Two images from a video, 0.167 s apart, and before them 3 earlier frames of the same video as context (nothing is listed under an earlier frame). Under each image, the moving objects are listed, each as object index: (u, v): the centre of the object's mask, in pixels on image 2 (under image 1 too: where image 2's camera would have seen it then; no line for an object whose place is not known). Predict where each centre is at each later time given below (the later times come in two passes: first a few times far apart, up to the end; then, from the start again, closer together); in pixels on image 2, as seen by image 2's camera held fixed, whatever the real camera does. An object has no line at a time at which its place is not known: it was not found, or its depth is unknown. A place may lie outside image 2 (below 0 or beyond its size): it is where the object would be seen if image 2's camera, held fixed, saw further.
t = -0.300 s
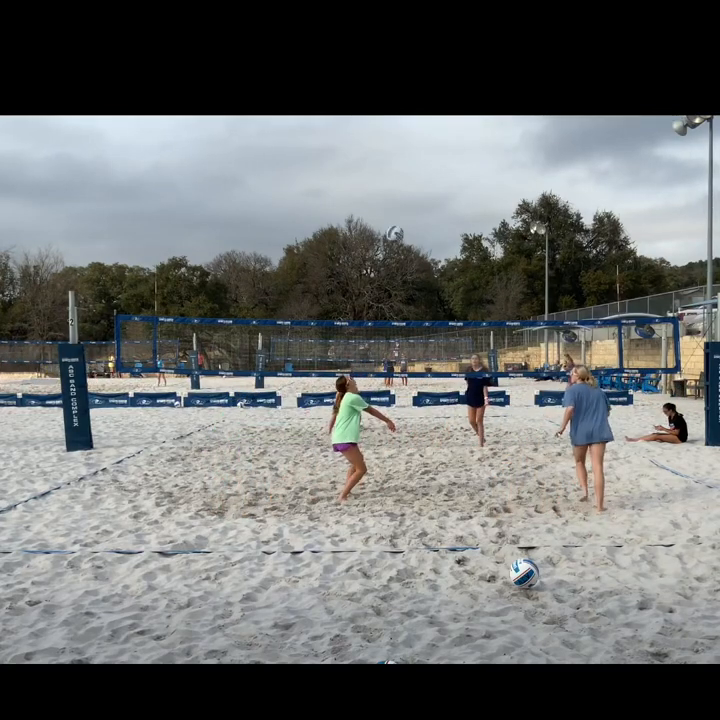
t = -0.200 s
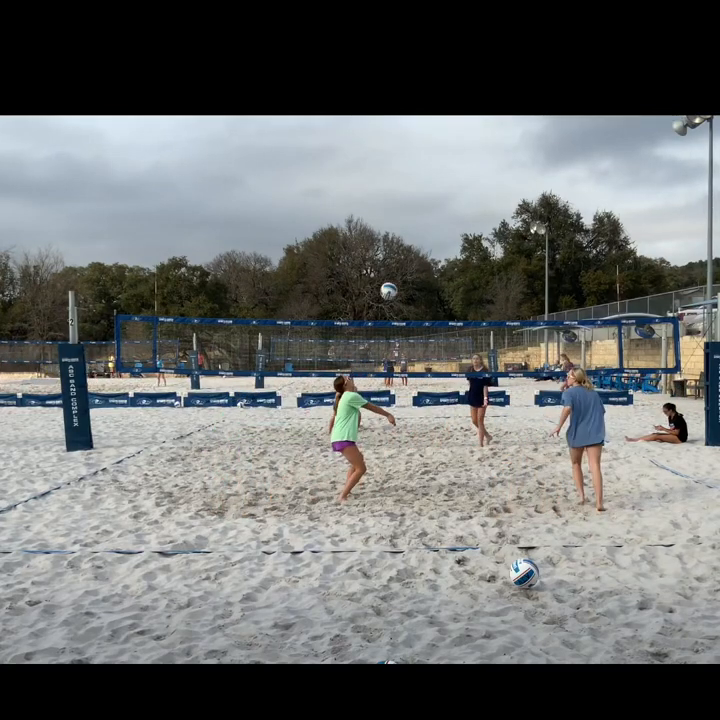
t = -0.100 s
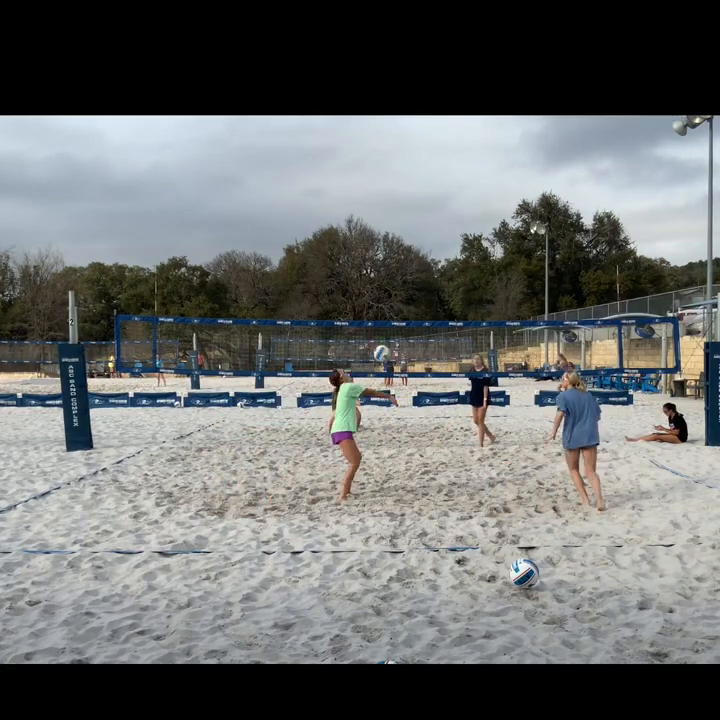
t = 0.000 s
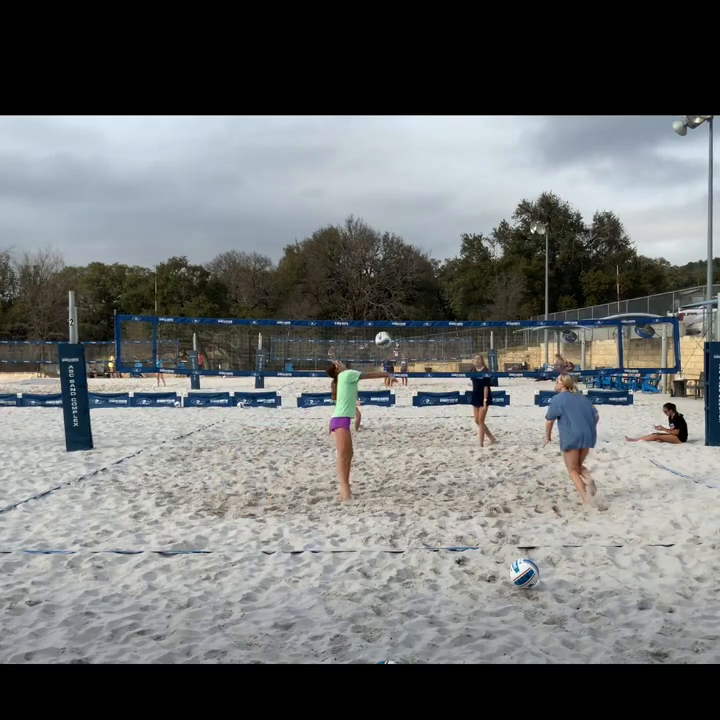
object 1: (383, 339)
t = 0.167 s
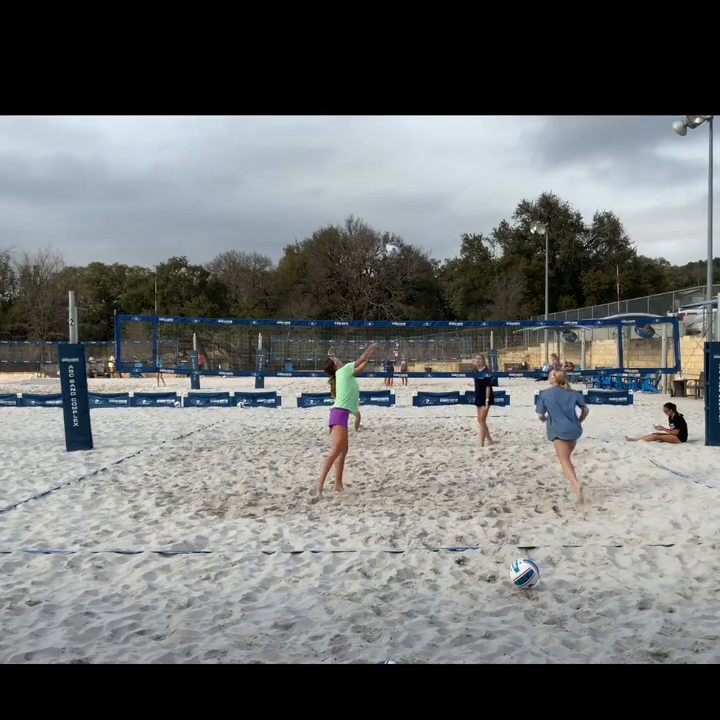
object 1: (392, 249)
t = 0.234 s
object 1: (396, 221)
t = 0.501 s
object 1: (410, 146)
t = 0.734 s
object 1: (422, 128)
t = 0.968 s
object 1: (432, 147)
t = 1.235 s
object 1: (443, 211)
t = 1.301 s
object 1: (446, 233)
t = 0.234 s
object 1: (396, 221)
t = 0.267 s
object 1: (398, 209)
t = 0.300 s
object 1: (400, 197)
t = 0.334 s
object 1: (402, 187)
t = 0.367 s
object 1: (404, 177)
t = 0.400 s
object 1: (405, 168)
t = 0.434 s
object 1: (407, 160)
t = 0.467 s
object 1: (409, 153)
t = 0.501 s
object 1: (410, 146)
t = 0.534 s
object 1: (412, 141)
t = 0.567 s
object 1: (414, 137)
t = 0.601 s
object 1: (415, 134)
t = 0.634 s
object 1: (417, 131)
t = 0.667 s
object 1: (419, 129)
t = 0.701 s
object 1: (421, 128)
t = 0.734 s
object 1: (422, 128)
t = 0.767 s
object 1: (424, 129)
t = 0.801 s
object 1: (425, 130)
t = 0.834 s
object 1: (427, 131)
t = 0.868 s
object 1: (428, 134)
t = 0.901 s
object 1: (429, 138)
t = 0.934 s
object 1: (431, 142)
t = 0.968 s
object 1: (432, 147)
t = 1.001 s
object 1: (434, 152)
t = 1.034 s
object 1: (435, 159)
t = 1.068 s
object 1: (437, 166)
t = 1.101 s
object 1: (438, 174)
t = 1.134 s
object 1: (440, 182)
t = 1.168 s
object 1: (440, 191)
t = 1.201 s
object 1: (442, 201)
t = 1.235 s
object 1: (443, 211)
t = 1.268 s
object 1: (445, 222)
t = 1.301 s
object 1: (446, 233)
